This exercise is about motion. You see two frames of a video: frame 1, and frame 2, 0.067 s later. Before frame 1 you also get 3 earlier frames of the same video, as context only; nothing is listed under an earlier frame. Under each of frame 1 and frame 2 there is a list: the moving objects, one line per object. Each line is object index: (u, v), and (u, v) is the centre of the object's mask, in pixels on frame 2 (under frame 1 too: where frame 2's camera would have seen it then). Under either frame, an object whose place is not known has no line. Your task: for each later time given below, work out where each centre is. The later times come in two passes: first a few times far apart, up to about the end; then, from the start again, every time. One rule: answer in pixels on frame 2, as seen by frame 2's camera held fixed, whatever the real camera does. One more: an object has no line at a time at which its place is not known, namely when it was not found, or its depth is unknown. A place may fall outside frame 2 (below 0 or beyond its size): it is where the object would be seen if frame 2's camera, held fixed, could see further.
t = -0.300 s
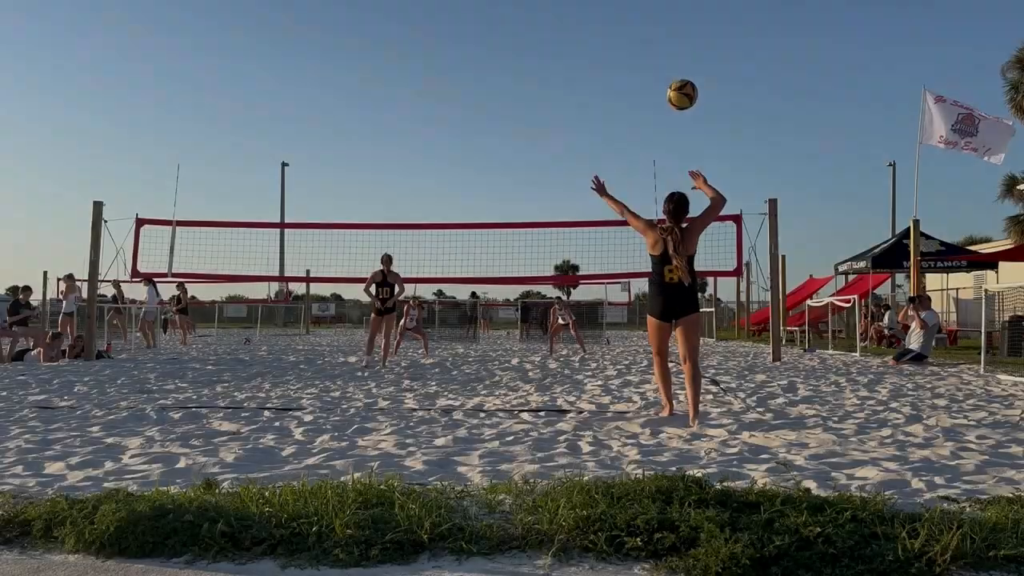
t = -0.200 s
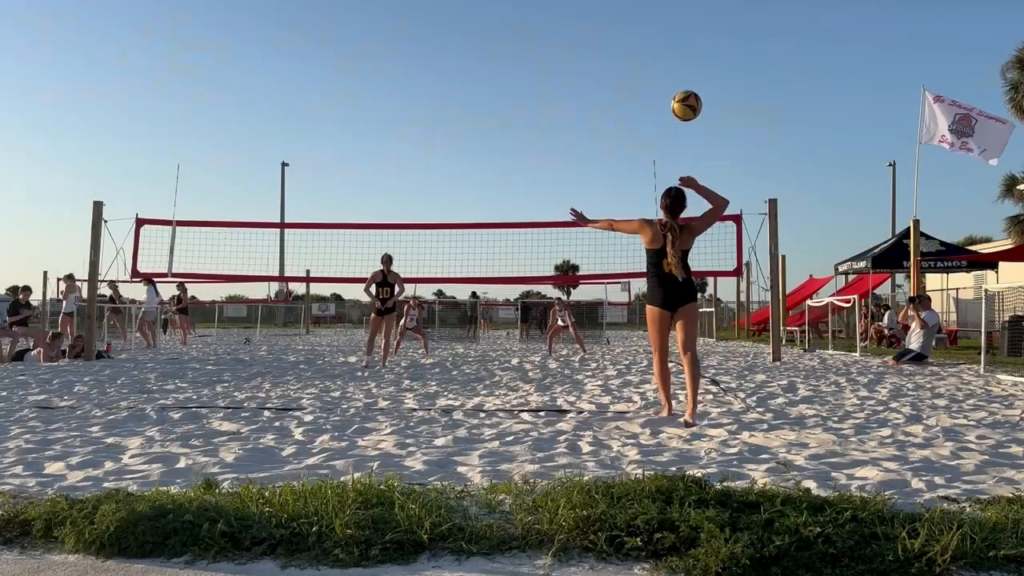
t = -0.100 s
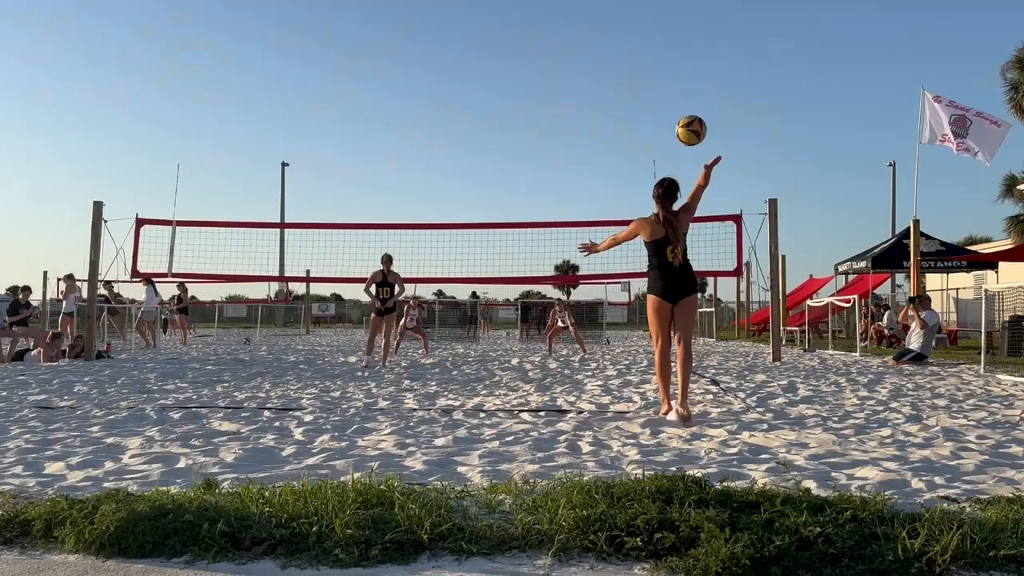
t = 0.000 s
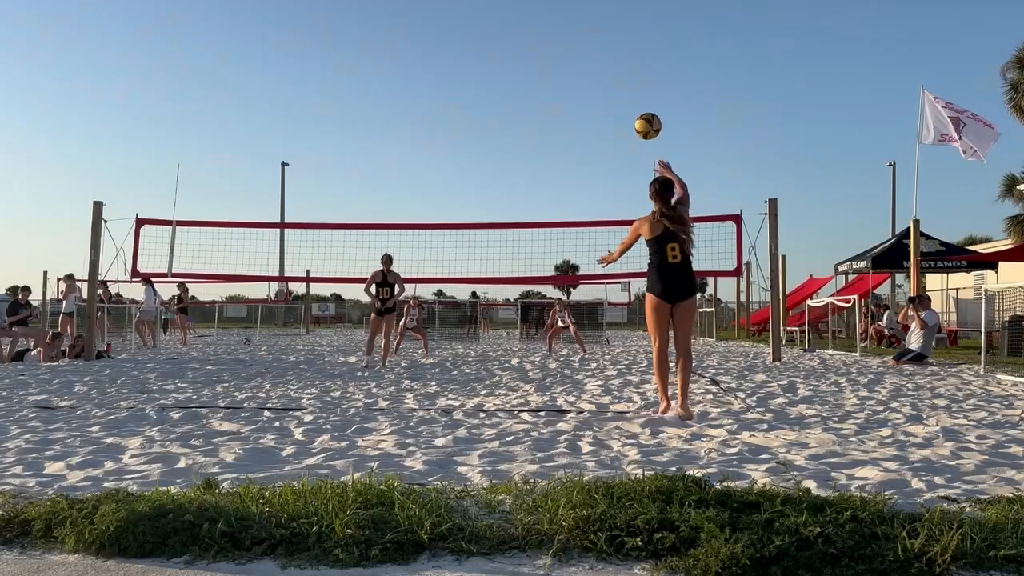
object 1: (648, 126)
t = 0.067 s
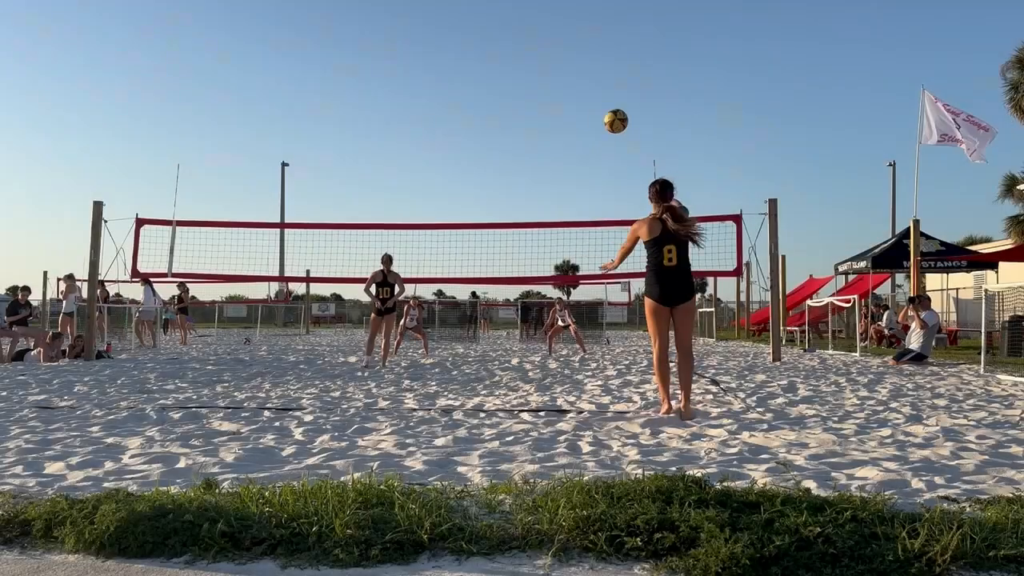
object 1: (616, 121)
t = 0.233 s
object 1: (558, 126)
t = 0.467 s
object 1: (506, 162)
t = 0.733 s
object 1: (468, 219)
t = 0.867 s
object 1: (456, 257)
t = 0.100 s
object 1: (602, 120)
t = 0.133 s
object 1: (590, 121)
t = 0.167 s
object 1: (578, 122)
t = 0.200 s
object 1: (568, 124)
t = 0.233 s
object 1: (558, 126)
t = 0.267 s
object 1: (548, 130)
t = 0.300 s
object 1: (540, 134)
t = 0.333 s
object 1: (532, 139)
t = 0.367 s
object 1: (525, 144)
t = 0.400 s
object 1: (518, 150)
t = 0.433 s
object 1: (512, 156)
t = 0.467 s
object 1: (506, 162)
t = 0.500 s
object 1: (500, 169)
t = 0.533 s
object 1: (494, 176)
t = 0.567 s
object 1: (489, 183)
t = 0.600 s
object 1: (484, 190)
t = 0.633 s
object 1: (479, 197)
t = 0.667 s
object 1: (475, 205)
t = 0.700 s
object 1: (472, 213)
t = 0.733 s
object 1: (468, 219)
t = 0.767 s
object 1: (465, 232)
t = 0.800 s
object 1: (462, 239)
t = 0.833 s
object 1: (459, 248)
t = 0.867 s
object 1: (456, 257)
